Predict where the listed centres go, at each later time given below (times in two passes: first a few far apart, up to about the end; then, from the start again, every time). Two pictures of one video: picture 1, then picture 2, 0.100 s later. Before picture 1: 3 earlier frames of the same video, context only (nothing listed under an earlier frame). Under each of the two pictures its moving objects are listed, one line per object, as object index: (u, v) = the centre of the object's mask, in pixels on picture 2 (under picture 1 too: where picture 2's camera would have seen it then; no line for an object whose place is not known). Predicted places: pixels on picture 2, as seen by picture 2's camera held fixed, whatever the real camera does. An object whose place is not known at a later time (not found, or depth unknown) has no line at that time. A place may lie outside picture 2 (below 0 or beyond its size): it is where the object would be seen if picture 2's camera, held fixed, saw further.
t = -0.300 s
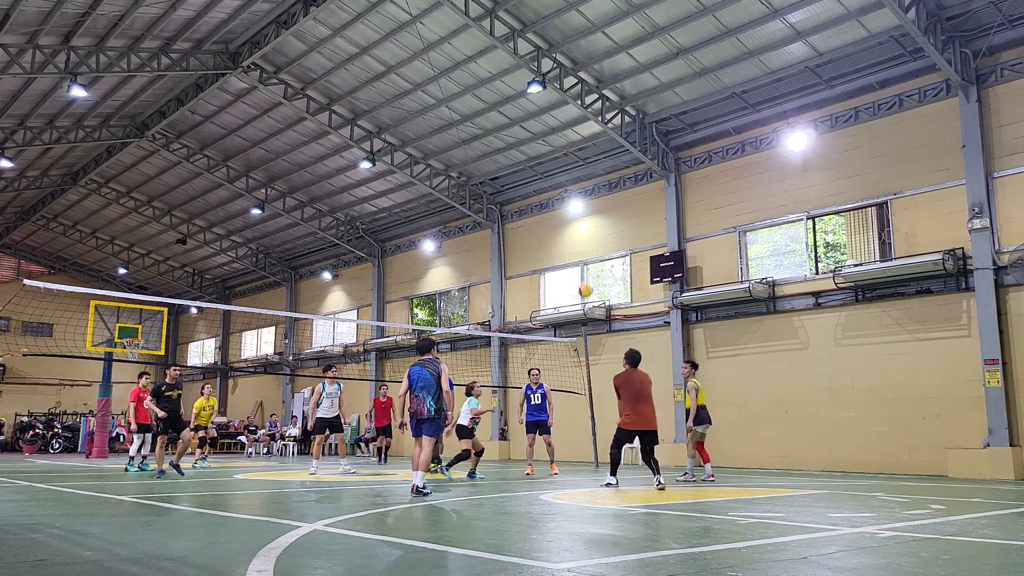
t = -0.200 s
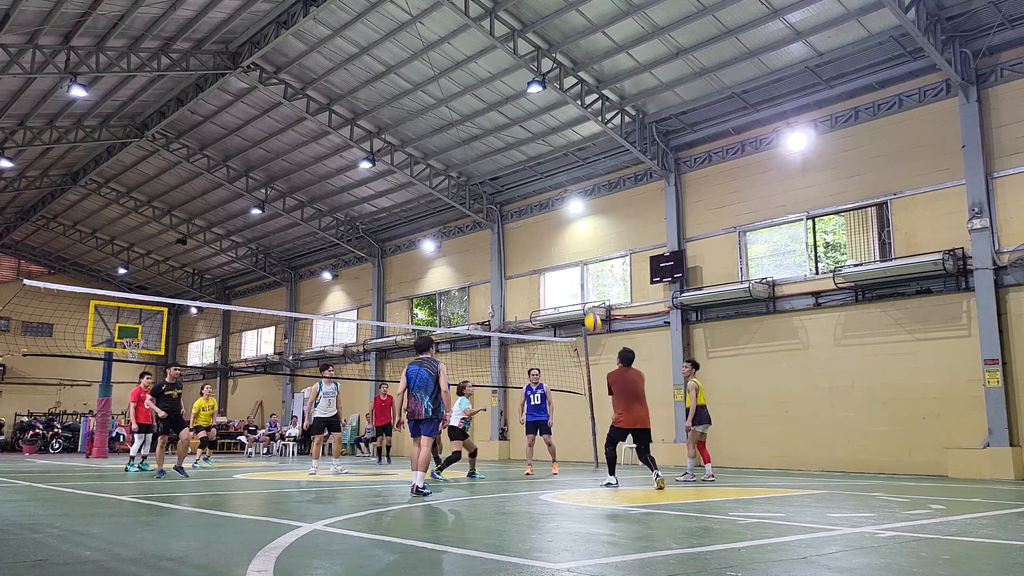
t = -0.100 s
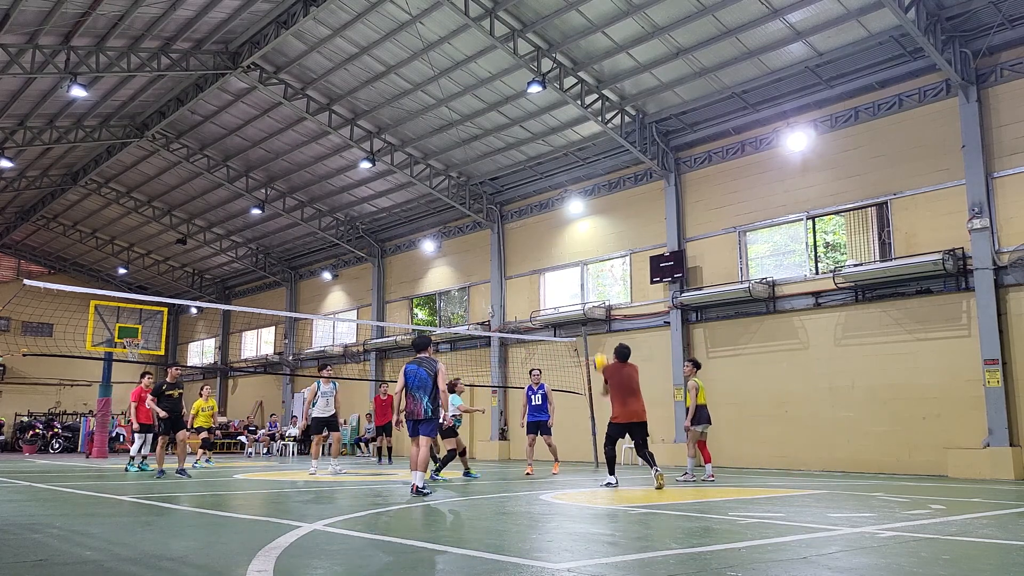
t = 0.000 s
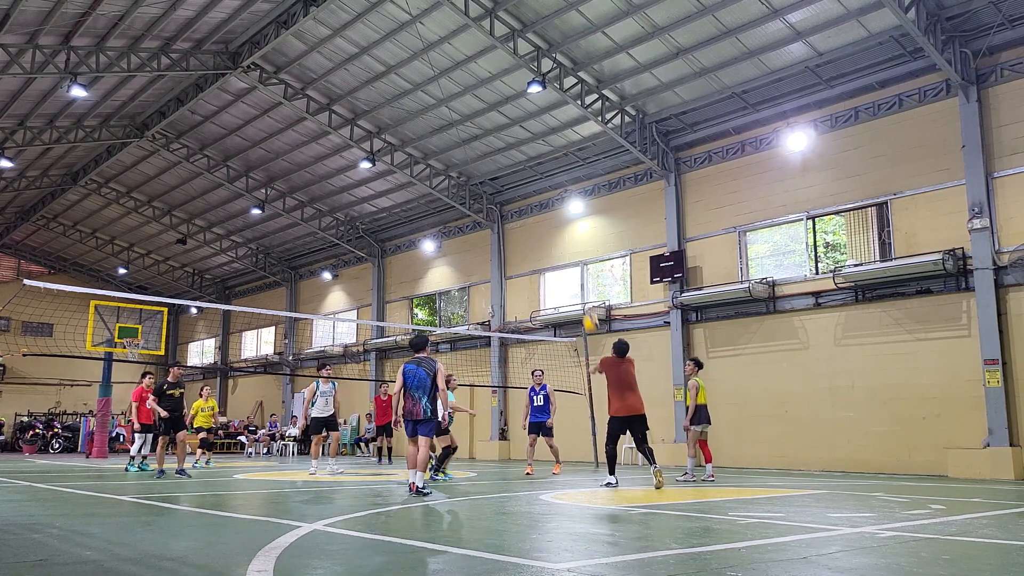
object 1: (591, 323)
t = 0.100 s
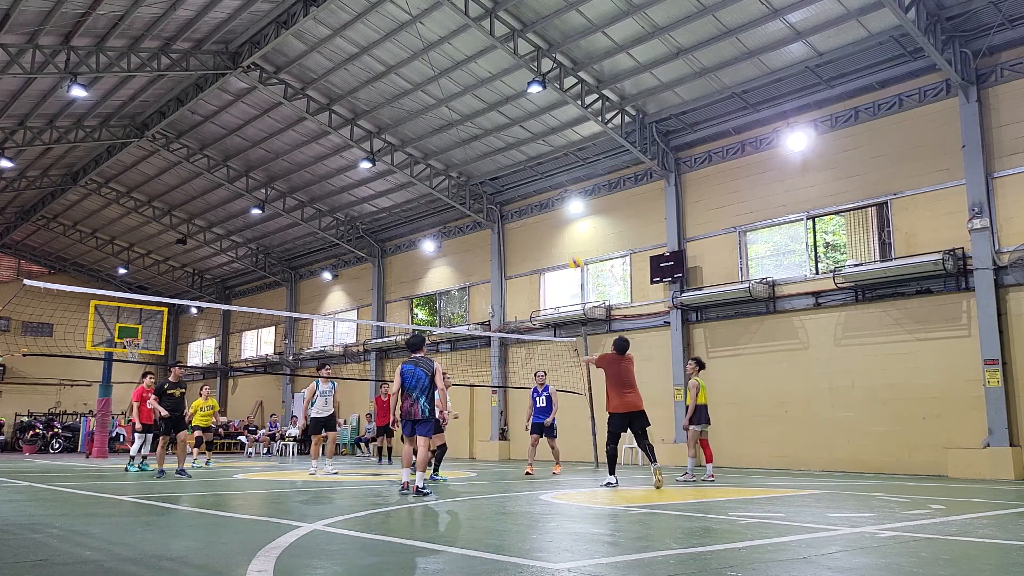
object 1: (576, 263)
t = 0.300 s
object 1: (549, 174)
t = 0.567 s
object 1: (516, 108)
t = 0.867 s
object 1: (482, 93)
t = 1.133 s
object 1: (453, 127)
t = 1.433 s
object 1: (422, 214)
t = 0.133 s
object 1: (571, 247)
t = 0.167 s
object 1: (566, 230)
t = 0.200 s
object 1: (562, 215)
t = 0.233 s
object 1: (557, 200)
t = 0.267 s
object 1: (553, 187)
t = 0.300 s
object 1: (549, 174)
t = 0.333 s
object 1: (545, 163)
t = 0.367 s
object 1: (541, 153)
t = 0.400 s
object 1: (537, 144)
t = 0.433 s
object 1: (533, 135)
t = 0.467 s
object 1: (528, 127)
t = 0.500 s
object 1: (524, 120)
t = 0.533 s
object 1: (520, 114)
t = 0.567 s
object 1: (516, 108)
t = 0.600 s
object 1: (513, 103)
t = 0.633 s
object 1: (509, 100)
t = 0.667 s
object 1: (505, 97)
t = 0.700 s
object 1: (501, 94)
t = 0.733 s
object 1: (497, 93)
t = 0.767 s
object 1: (494, 92)
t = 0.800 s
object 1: (490, 92)
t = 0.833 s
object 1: (486, 92)
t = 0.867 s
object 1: (482, 93)
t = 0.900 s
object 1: (479, 95)
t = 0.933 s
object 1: (475, 98)
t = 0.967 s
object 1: (472, 101)
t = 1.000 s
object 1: (468, 104)
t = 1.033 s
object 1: (464, 110)
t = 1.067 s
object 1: (460, 115)
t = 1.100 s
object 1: (457, 121)
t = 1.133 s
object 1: (453, 127)
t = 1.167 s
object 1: (450, 134)
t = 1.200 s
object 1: (447, 142)
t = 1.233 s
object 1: (443, 150)
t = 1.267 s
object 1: (440, 160)
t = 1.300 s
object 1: (436, 169)
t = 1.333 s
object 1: (433, 180)
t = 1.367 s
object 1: (429, 190)
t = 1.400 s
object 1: (426, 202)
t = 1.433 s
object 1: (422, 214)
